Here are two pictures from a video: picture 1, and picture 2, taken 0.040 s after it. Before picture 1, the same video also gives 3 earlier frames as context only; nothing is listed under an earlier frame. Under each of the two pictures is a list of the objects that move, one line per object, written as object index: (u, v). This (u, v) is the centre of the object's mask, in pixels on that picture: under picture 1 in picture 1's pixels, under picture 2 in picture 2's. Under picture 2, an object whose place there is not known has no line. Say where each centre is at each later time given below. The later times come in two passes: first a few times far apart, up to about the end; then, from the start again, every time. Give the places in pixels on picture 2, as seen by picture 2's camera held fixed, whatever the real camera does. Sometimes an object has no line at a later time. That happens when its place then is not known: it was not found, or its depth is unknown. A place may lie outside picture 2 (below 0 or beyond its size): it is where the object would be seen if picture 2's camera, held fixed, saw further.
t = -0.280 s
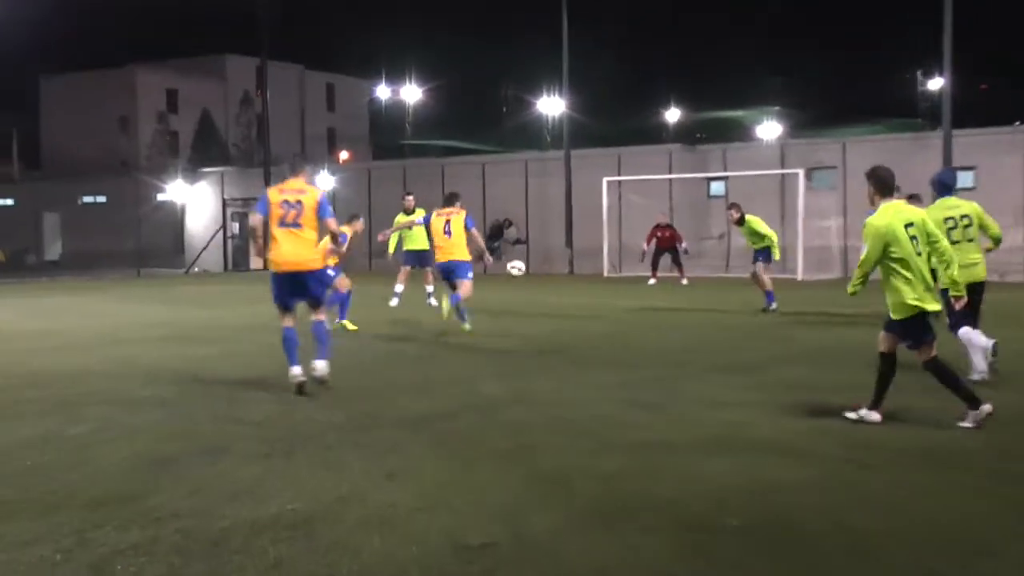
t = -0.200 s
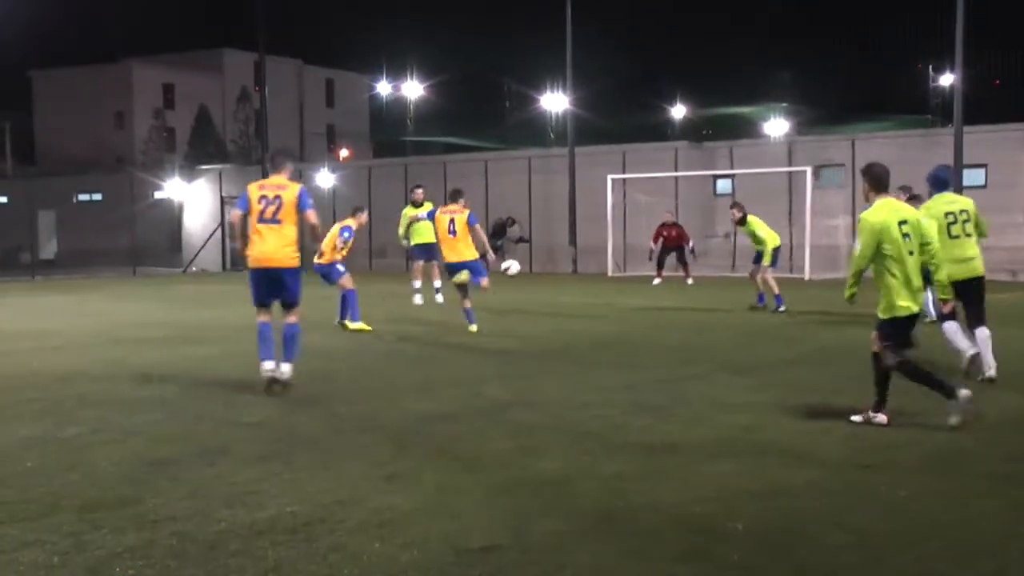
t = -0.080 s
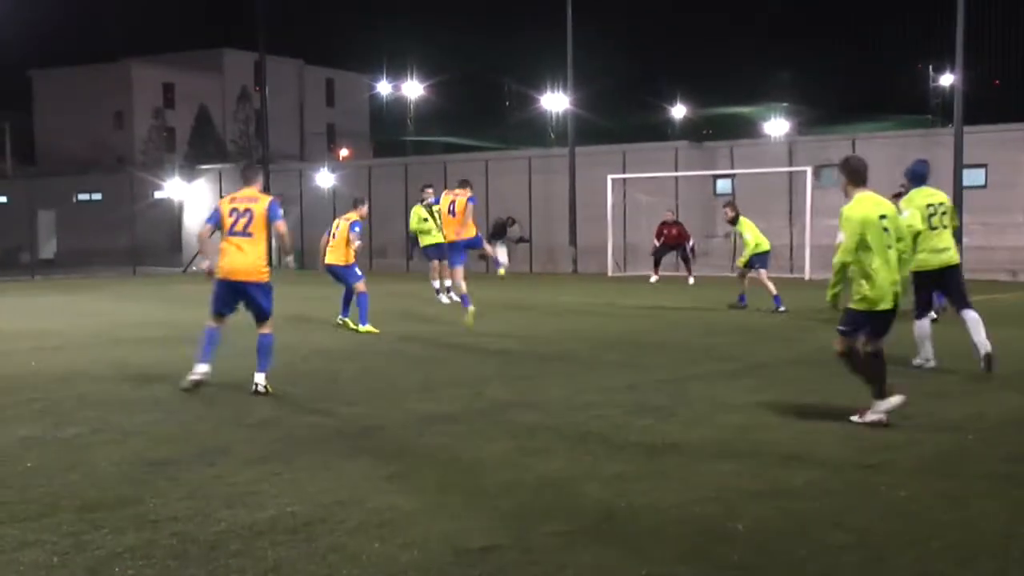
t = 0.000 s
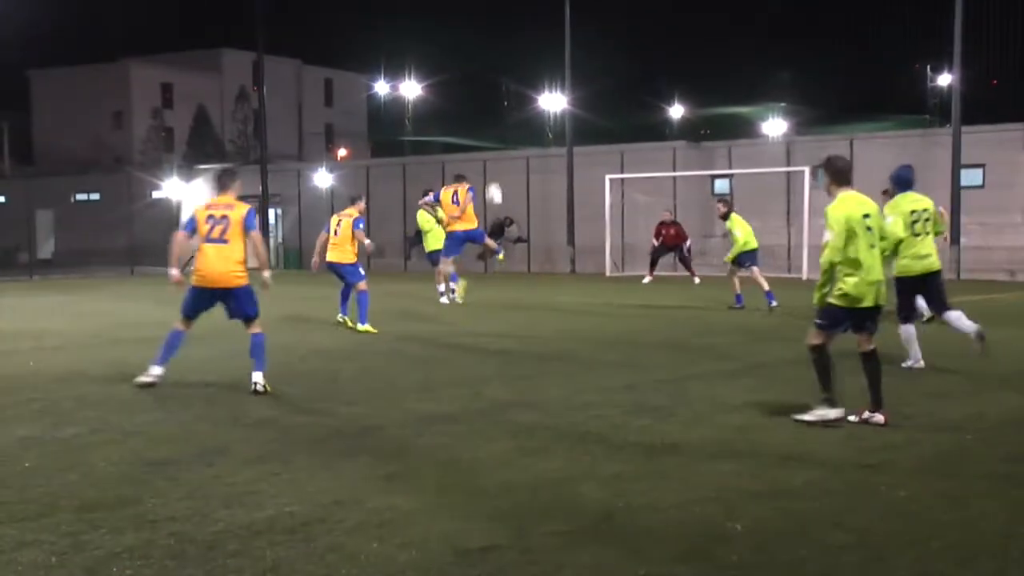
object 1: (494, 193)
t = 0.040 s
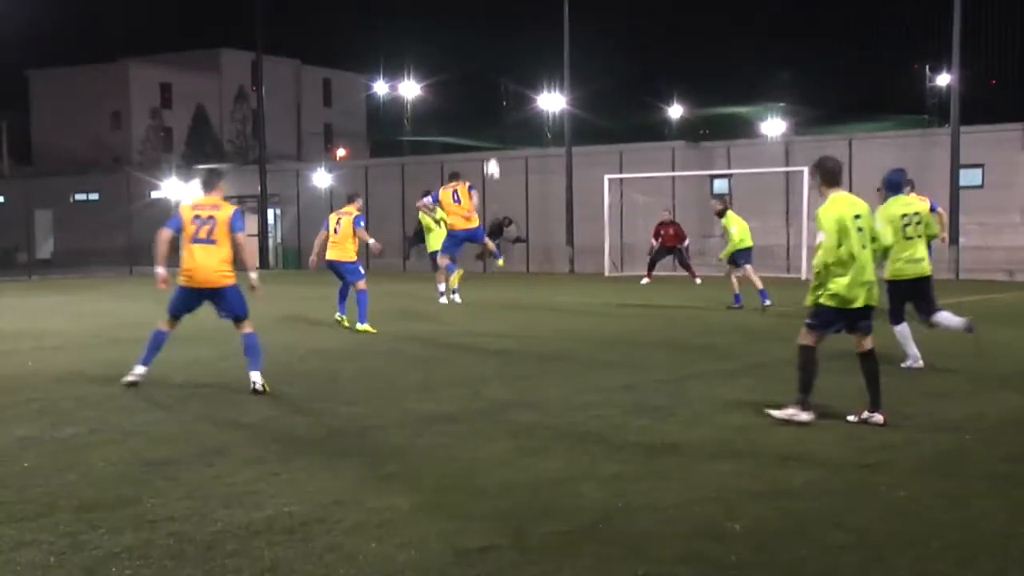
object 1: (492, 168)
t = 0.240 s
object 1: (485, 78)
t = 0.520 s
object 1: (477, 13)
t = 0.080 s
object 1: (490, 146)
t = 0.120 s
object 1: (489, 126)
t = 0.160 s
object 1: (487, 109)
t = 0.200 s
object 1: (486, 92)
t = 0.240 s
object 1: (485, 78)
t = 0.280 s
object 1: (484, 65)
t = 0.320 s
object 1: (482, 54)
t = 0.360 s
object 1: (480, 44)
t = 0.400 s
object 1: (479, 34)
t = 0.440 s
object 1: (478, 26)
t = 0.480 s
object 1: (477, 19)
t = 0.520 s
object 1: (477, 13)
